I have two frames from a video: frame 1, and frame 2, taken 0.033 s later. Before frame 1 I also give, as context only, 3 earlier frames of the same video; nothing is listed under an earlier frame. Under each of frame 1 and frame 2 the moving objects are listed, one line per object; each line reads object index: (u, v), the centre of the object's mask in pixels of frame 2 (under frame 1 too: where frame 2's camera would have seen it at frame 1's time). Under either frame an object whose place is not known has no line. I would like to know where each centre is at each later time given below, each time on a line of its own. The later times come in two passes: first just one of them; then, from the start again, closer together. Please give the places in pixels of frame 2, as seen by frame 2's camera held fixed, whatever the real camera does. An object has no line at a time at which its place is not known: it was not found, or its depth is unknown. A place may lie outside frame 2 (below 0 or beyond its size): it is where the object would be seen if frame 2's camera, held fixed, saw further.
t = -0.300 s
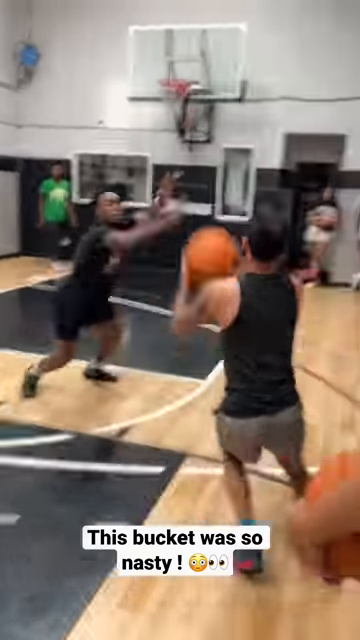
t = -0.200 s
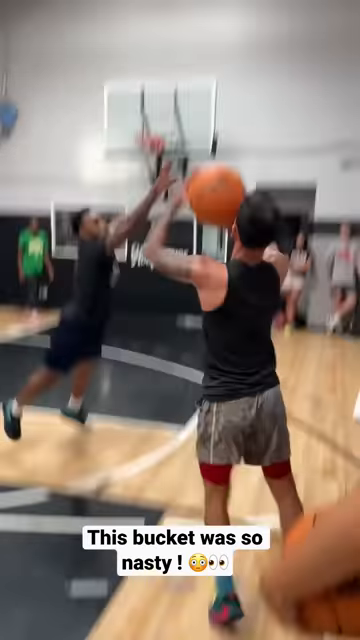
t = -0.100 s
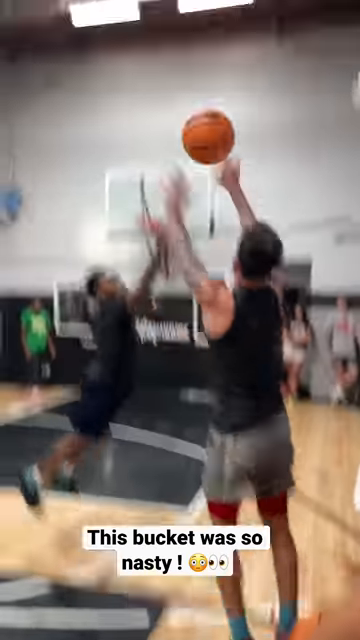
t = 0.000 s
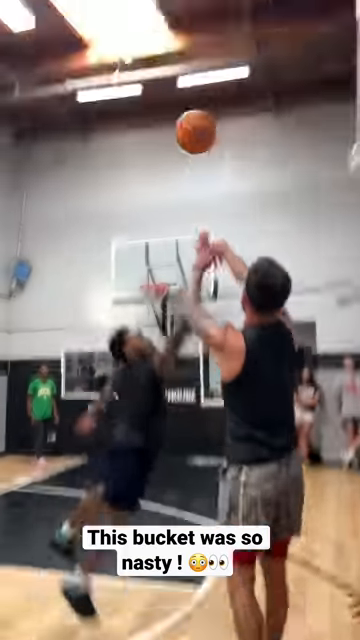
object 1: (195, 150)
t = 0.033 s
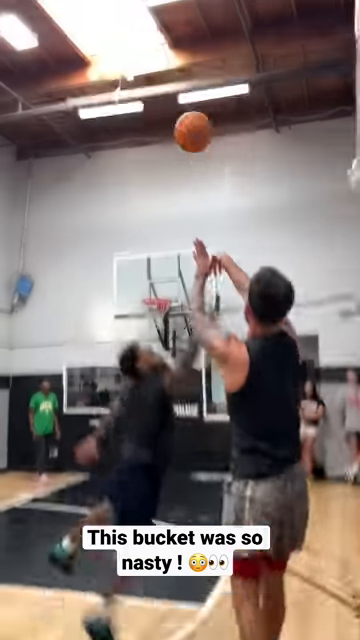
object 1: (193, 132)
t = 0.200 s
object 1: (181, 92)
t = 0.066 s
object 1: (191, 122)
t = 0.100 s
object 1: (189, 111)
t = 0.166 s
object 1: (184, 97)
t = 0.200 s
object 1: (181, 92)
